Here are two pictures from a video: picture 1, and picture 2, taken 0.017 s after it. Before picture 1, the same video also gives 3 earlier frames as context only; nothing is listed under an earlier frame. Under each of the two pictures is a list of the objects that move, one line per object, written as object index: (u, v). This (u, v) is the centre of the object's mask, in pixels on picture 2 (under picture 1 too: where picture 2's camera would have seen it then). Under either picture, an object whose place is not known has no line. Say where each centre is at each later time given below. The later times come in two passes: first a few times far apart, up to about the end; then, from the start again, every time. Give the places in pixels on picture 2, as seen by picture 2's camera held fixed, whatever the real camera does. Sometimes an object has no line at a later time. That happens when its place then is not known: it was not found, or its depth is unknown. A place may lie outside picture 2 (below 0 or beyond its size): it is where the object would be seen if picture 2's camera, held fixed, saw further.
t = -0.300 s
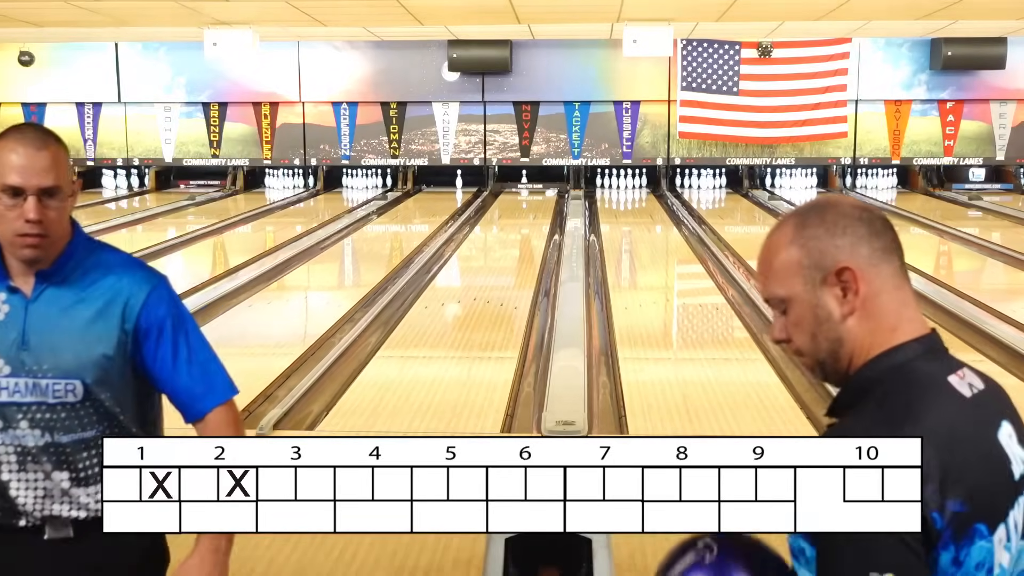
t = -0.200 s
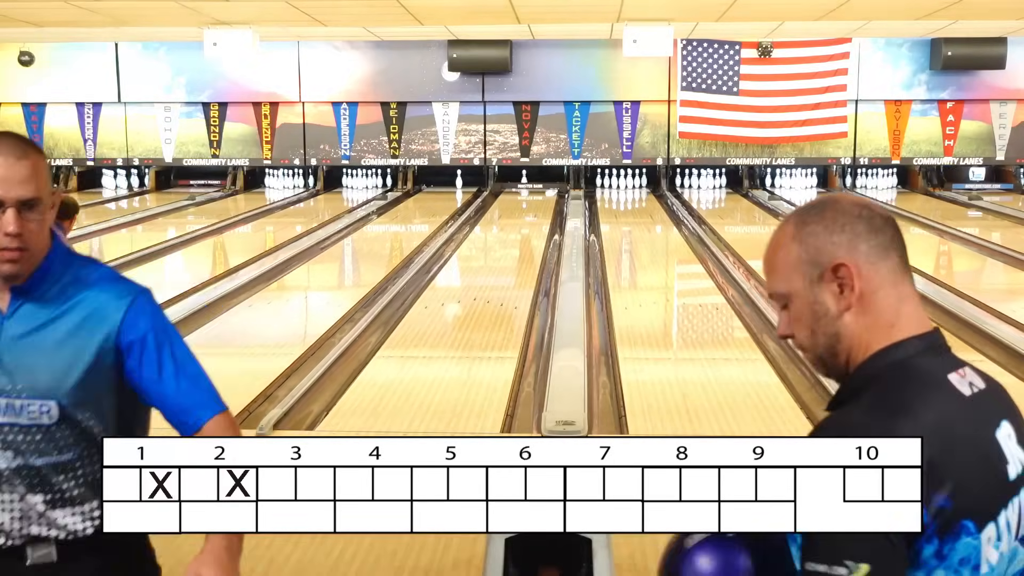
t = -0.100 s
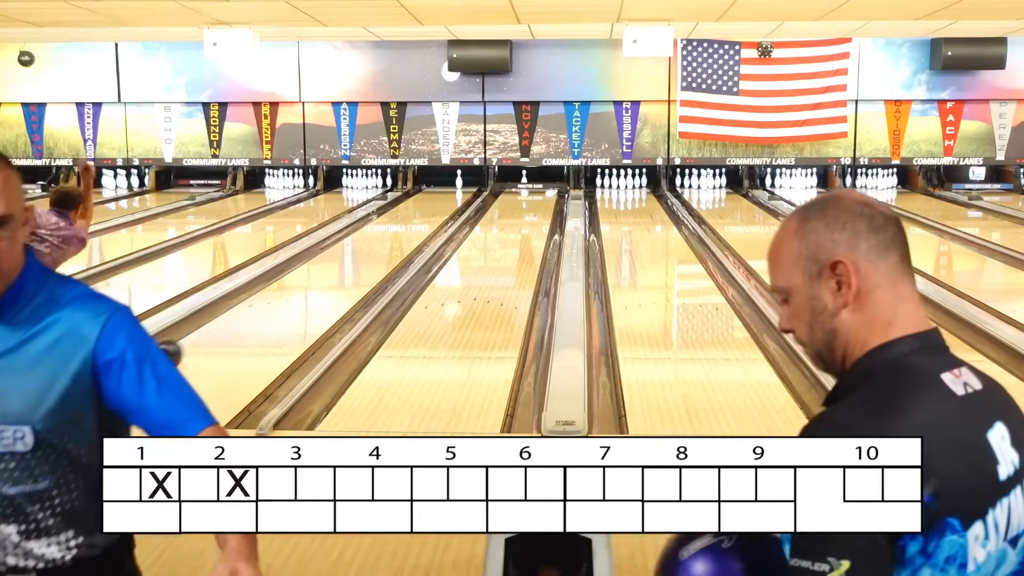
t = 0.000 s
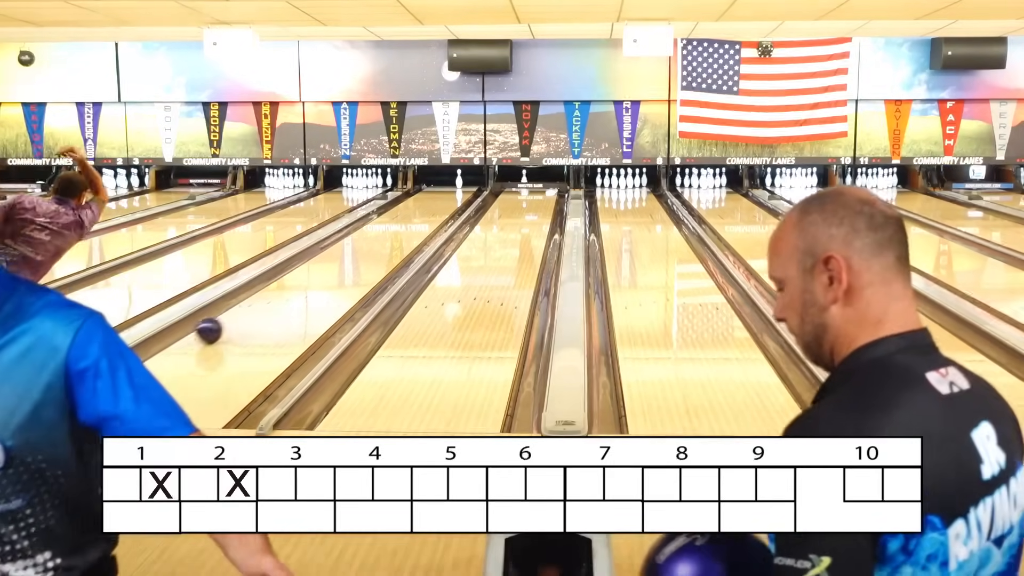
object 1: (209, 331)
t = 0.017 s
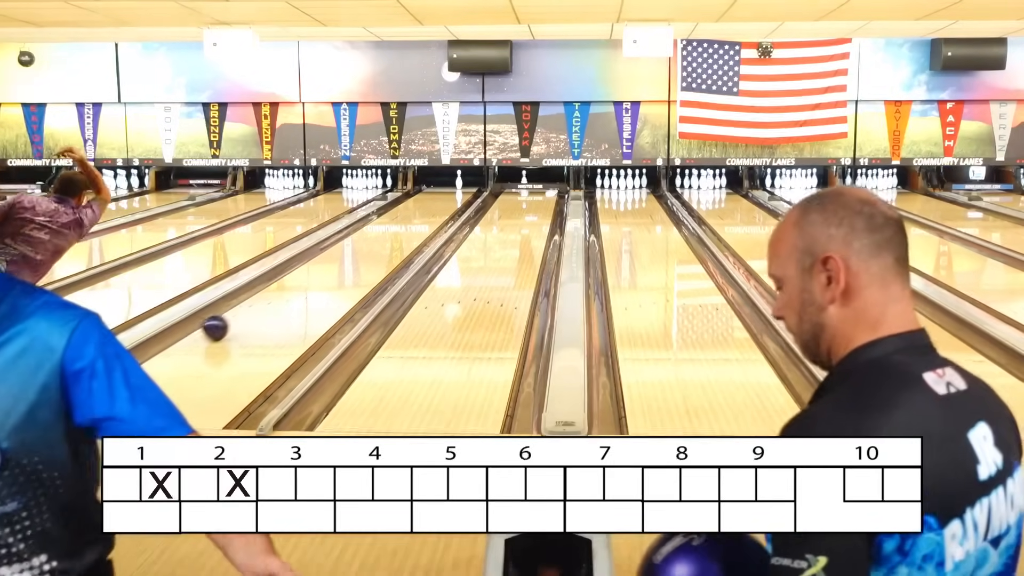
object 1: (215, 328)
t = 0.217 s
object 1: (278, 291)
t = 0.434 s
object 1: (326, 264)
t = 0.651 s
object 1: (362, 243)
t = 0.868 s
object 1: (391, 227)
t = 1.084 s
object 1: (413, 214)
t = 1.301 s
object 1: (431, 203)
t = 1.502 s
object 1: (444, 195)
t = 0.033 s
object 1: (222, 324)
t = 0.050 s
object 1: (227, 320)
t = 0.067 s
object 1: (233, 317)
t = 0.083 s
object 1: (238, 314)
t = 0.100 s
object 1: (245, 310)
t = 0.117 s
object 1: (250, 307)
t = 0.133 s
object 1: (255, 305)
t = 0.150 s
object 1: (260, 302)
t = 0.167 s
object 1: (265, 299)
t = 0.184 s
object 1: (269, 296)
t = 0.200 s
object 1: (273, 294)
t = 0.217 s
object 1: (278, 291)
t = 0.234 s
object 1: (282, 289)
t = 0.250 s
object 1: (286, 287)
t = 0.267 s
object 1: (290, 285)
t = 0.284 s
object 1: (294, 282)
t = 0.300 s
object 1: (298, 280)
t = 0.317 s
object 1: (302, 278)
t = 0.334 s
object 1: (305, 275)
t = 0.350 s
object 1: (309, 273)
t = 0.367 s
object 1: (313, 272)
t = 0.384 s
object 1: (316, 270)
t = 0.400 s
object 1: (319, 267)
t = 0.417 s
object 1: (323, 266)
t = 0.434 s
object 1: (326, 264)
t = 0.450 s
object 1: (329, 262)
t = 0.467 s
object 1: (332, 260)
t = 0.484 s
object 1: (335, 259)
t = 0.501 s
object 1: (338, 257)
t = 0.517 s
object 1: (341, 255)
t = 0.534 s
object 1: (344, 254)
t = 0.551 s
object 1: (346, 252)
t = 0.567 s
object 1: (349, 250)
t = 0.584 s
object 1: (352, 249)
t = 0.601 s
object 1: (354, 247)
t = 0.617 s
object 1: (357, 246)
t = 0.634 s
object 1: (359, 245)
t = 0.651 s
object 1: (362, 243)
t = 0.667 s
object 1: (364, 242)
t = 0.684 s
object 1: (367, 240)
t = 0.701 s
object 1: (369, 239)
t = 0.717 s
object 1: (372, 238)
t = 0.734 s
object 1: (374, 237)
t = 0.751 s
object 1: (376, 236)
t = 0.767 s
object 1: (378, 234)
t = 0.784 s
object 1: (380, 233)
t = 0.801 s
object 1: (382, 232)
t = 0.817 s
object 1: (384, 230)
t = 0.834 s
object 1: (386, 229)
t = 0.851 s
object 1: (389, 228)
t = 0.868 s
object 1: (391, 227)
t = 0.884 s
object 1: (392, 226)
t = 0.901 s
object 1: (394, 225)
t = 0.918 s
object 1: (396, 224)
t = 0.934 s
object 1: (398, 223)
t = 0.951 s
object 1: (400, 221)
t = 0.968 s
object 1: (401, 221)
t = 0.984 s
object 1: (403, 220)
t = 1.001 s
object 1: (405, 219)
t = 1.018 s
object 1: (406, 218)
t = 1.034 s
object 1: (408, 217)
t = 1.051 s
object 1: (410, 216)
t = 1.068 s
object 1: (411, 215)
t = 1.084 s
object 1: (413, 214)
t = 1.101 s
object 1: (414, 213)
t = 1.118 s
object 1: (416, 212)
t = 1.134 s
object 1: (417, 211)
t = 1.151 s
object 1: (419, 211)
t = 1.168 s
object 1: (420, 210)
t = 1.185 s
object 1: (422, 209)
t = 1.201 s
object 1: (423, 208)
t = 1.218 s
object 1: (424, 208)
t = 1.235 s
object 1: (425, 207)
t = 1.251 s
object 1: (427, 206)
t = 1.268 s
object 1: (428, 205)
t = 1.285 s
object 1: (430, 204)
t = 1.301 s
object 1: (431, 203)
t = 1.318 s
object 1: (432, 202)
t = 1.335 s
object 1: (433, 202)
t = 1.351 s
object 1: (434, 201)
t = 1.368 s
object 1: (435, 201)
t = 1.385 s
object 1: (436, 200)
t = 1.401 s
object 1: (438, 199)
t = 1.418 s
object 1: (439, 199)
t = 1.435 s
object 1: (440, 198)
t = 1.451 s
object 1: (441, 198)
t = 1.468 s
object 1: (442, 197)
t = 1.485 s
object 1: (443, 196)
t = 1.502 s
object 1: (444, 195)
